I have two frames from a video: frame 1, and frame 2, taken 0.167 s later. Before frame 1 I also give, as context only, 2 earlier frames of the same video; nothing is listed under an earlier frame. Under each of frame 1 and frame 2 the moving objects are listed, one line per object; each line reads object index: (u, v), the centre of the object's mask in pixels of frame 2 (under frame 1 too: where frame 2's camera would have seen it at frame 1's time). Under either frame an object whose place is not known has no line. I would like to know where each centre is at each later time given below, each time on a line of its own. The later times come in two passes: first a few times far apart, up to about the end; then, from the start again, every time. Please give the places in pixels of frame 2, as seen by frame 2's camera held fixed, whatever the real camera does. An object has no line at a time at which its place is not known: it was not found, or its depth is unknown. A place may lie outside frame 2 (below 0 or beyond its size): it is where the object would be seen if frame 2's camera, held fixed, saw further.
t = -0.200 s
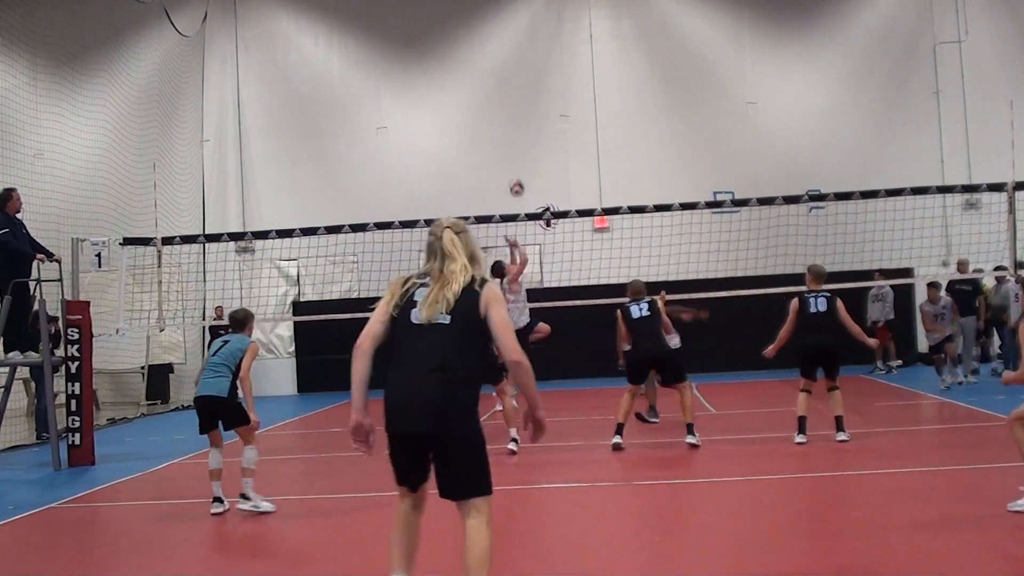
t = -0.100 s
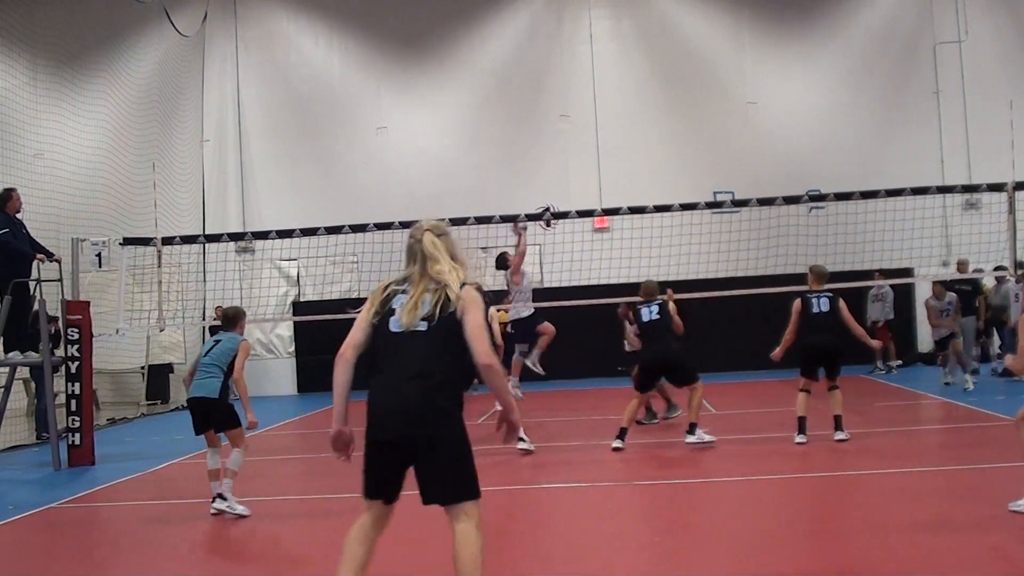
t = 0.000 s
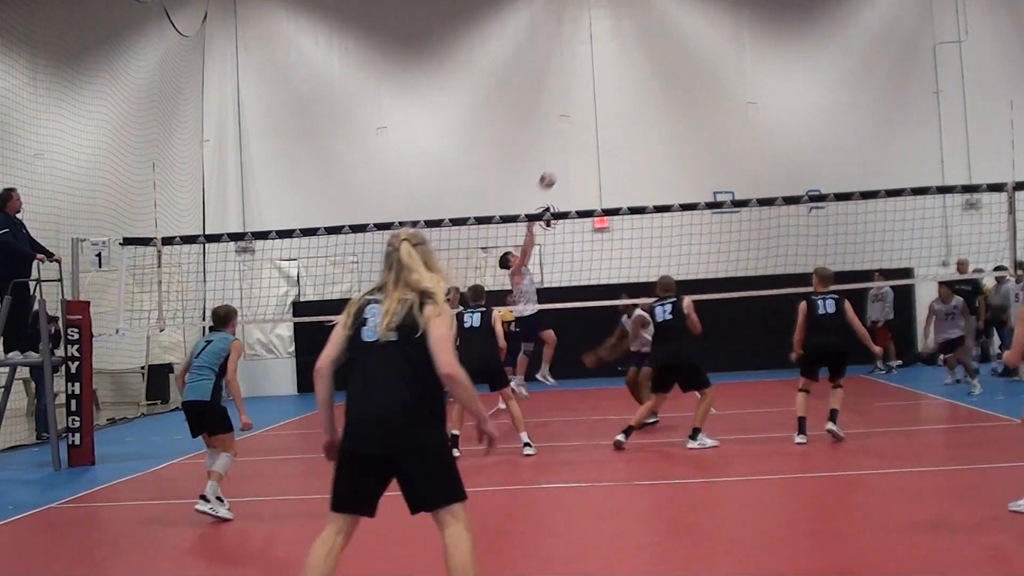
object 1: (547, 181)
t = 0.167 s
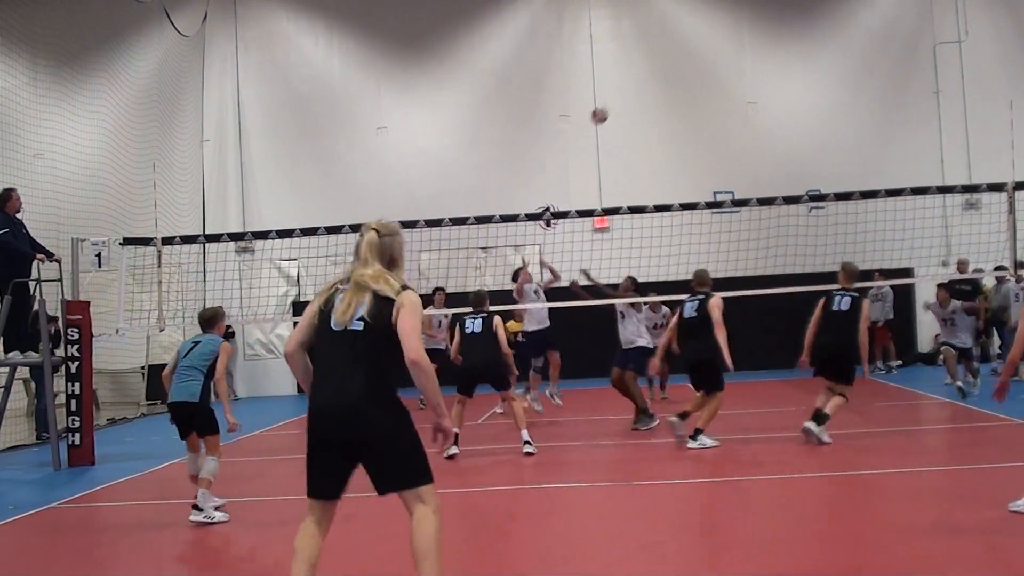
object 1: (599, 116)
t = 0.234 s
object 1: (621, 95)
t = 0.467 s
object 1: (699, 55)
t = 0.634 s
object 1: (757, 52)
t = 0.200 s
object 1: (610, 105)
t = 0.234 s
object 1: (621, 95)
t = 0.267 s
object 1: (632, 87)
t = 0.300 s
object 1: (644, 79)
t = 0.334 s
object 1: (654, 73)
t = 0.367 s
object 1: (666, 67)
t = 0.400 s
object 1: (677, 62)
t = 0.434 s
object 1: (688, 57)
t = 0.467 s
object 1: (699, 55)
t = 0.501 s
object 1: (710, 52)
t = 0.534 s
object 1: (722, 51)
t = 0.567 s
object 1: (733, 51)
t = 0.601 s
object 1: (745, 51)
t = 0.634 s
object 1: (757, 52)
